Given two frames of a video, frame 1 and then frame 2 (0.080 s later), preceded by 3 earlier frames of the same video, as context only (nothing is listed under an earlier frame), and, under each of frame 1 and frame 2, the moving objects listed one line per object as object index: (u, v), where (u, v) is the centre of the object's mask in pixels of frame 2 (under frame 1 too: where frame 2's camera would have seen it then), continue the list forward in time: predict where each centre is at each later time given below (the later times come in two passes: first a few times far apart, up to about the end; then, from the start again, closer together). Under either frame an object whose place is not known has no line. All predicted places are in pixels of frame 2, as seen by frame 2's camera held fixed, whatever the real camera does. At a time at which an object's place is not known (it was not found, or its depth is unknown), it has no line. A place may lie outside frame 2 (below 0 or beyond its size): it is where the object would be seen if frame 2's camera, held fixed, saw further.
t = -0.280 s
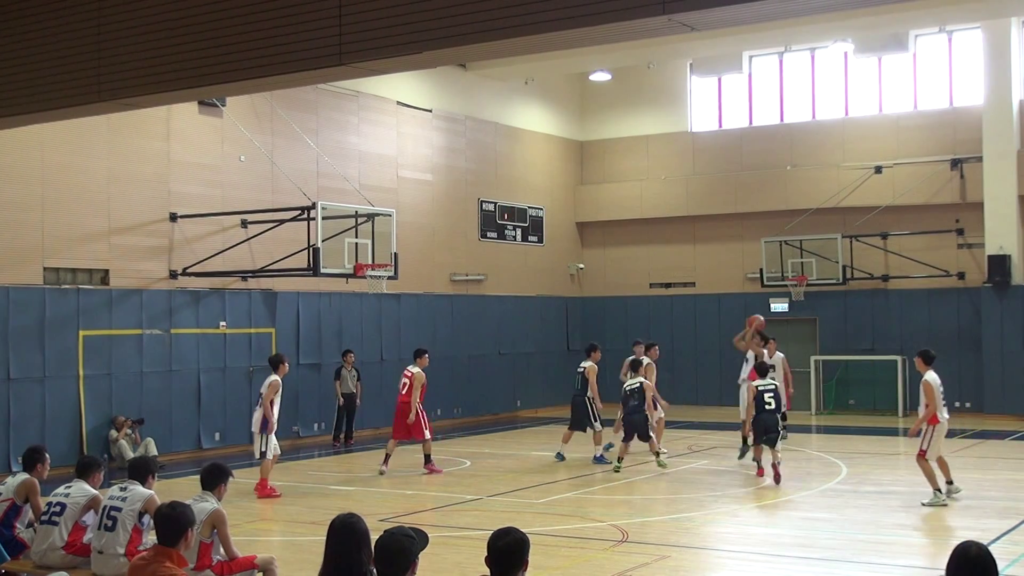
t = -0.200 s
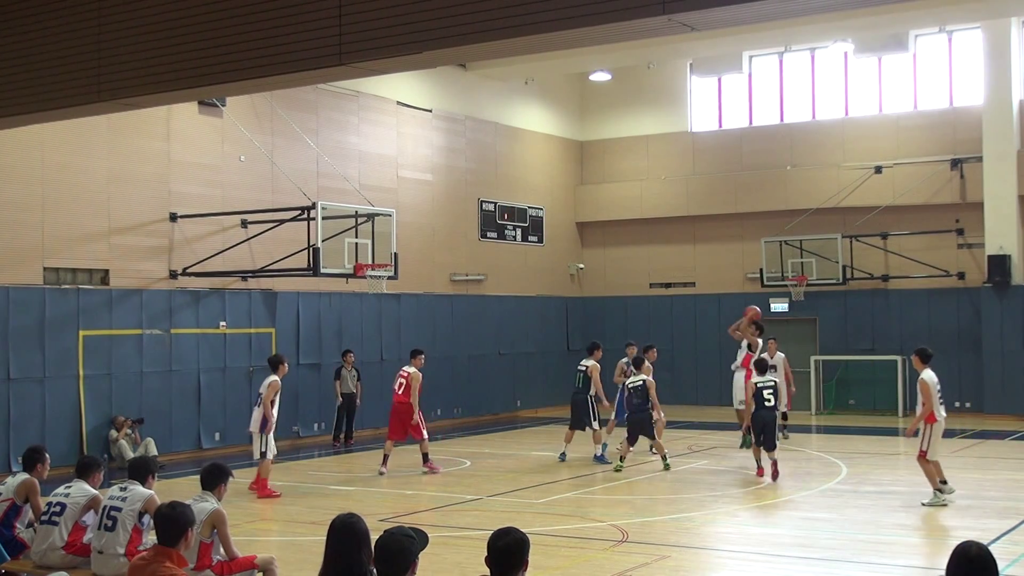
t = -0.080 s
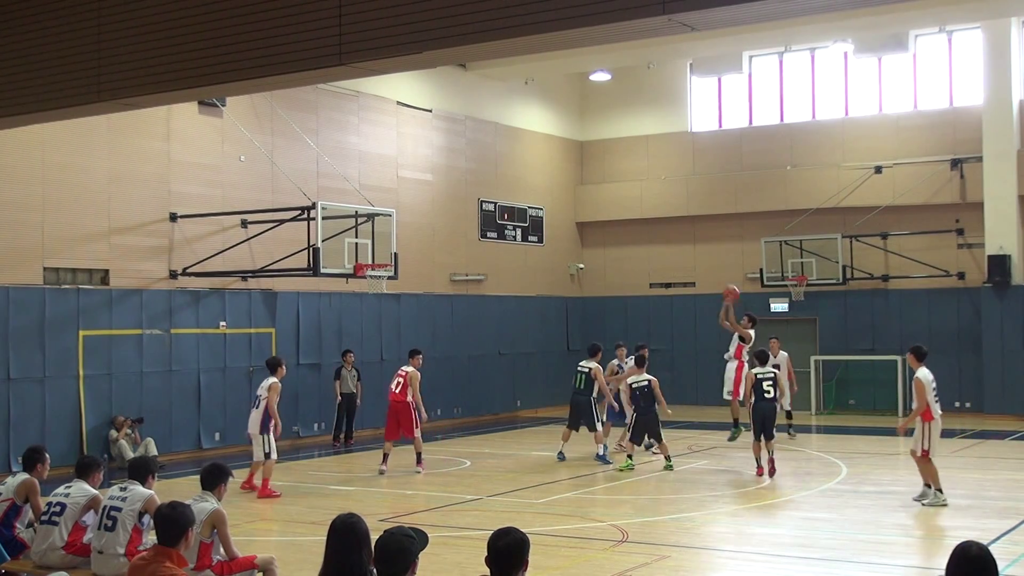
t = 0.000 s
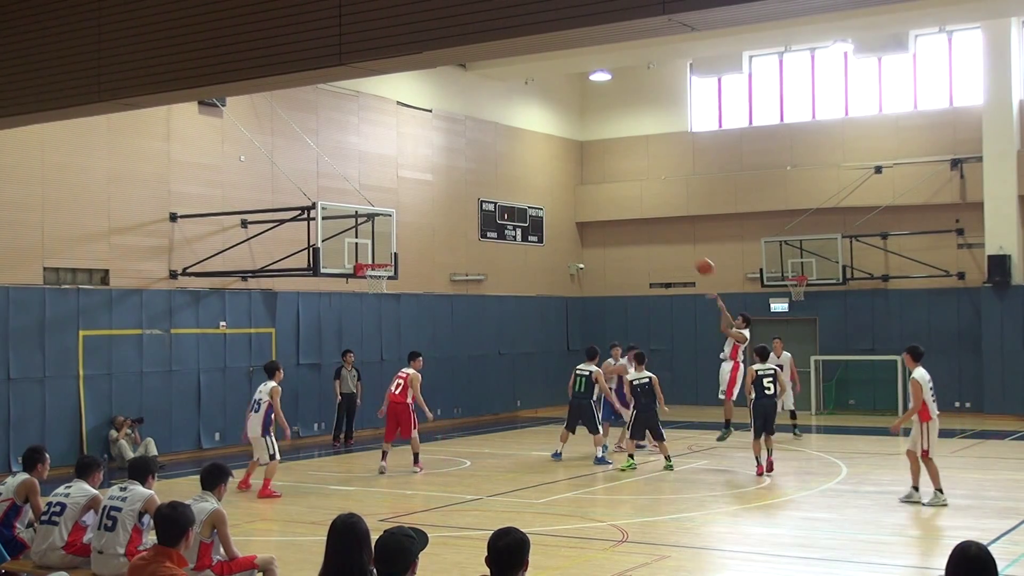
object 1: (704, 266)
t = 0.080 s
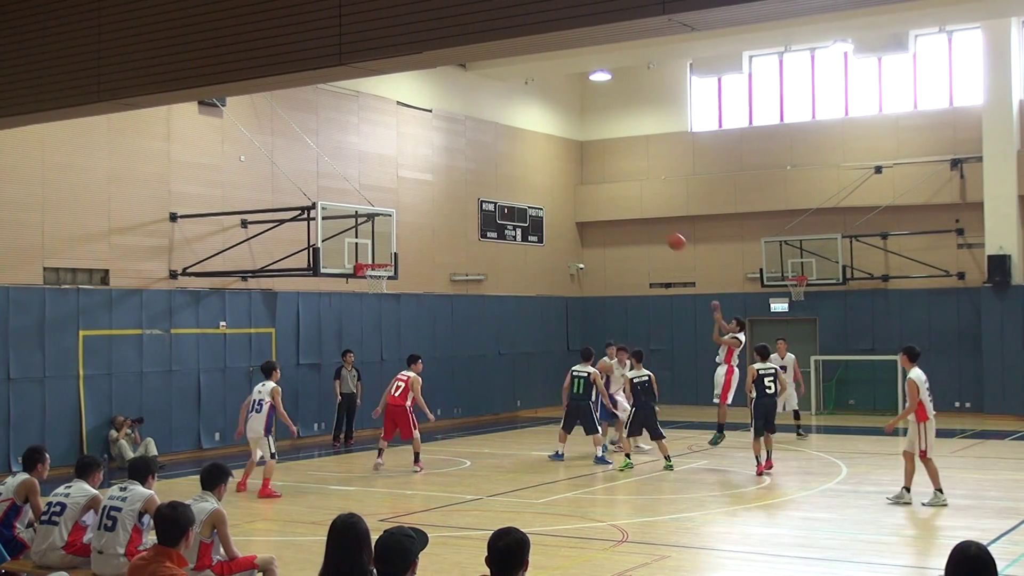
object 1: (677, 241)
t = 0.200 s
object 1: (634, 212)
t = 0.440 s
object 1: (551, 184)
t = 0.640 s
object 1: (485, 187)
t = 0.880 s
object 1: (409, 227)
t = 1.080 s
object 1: (366, 248)
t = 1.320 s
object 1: (398, 236)
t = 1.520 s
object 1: (434, 252)
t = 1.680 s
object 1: (463, 284)
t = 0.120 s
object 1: (663, 231)
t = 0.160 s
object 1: (649, 221)
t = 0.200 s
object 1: (634, 212)
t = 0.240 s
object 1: (620, 206)
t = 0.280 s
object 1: (606, 199)
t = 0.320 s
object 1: (592, 194)
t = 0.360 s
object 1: (579, 189)
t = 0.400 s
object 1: (565, 186)
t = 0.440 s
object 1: (551, 184)
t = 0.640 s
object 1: (485, 187)
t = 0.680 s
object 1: (472, 191)
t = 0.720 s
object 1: (459, 197)
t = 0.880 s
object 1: (409, 227)
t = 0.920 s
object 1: (396, 237)
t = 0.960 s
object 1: (384, 248)
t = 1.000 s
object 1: (373, 256)
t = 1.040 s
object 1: (369, 252)
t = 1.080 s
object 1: (366, 248)
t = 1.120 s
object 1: (363, 245)
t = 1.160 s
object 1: (370, 241)
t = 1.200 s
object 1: (377, 239)
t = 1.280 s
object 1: (391, 236)
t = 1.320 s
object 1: (398, 236)
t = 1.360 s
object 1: (405, 237)
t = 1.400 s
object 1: (412, 240)
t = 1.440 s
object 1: (419, 243)
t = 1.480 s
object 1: (426, 247)
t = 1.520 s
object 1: (434, 252)
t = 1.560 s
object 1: (441, 258)
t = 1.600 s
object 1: (448, 266)
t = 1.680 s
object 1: (463, 284)
